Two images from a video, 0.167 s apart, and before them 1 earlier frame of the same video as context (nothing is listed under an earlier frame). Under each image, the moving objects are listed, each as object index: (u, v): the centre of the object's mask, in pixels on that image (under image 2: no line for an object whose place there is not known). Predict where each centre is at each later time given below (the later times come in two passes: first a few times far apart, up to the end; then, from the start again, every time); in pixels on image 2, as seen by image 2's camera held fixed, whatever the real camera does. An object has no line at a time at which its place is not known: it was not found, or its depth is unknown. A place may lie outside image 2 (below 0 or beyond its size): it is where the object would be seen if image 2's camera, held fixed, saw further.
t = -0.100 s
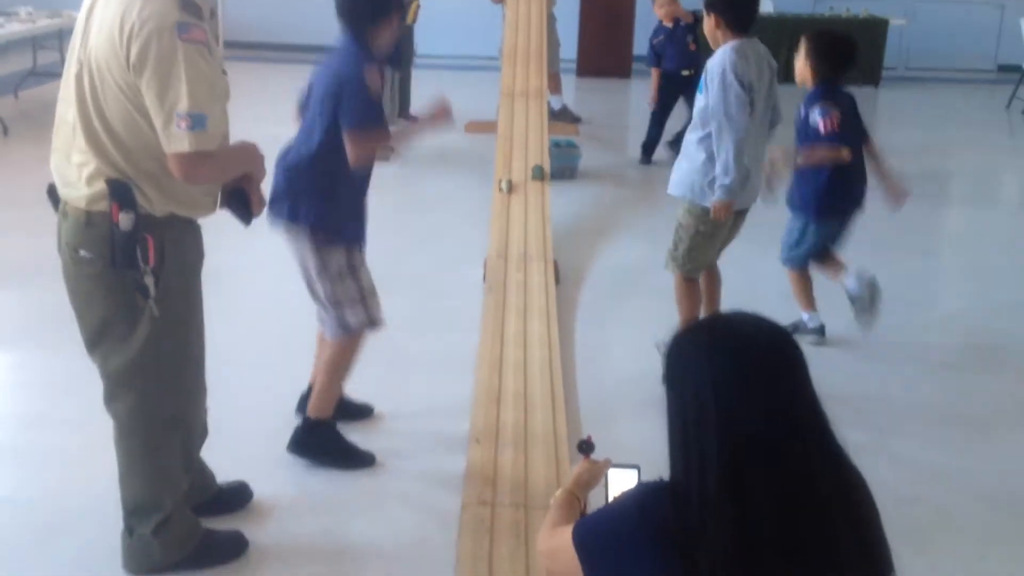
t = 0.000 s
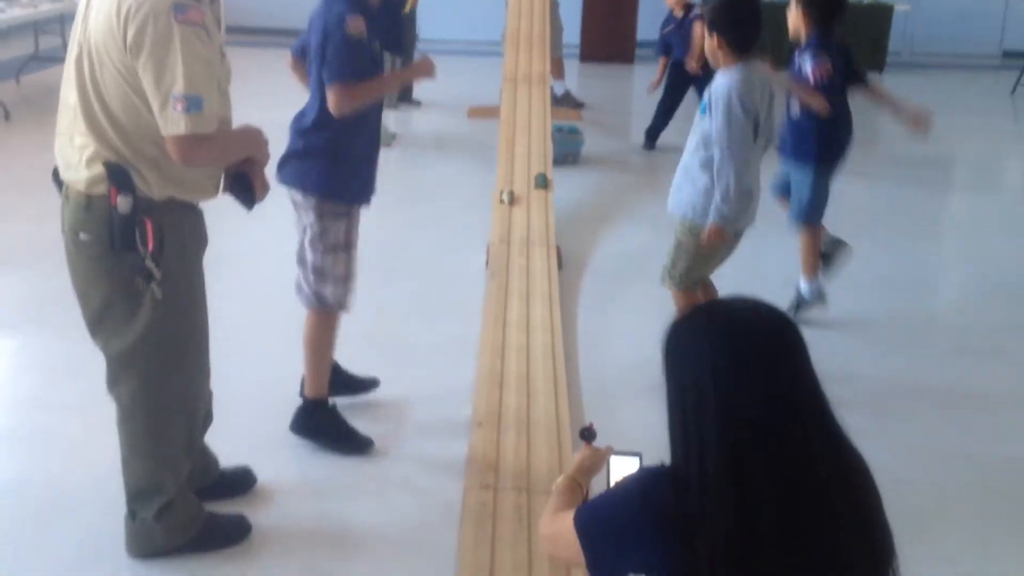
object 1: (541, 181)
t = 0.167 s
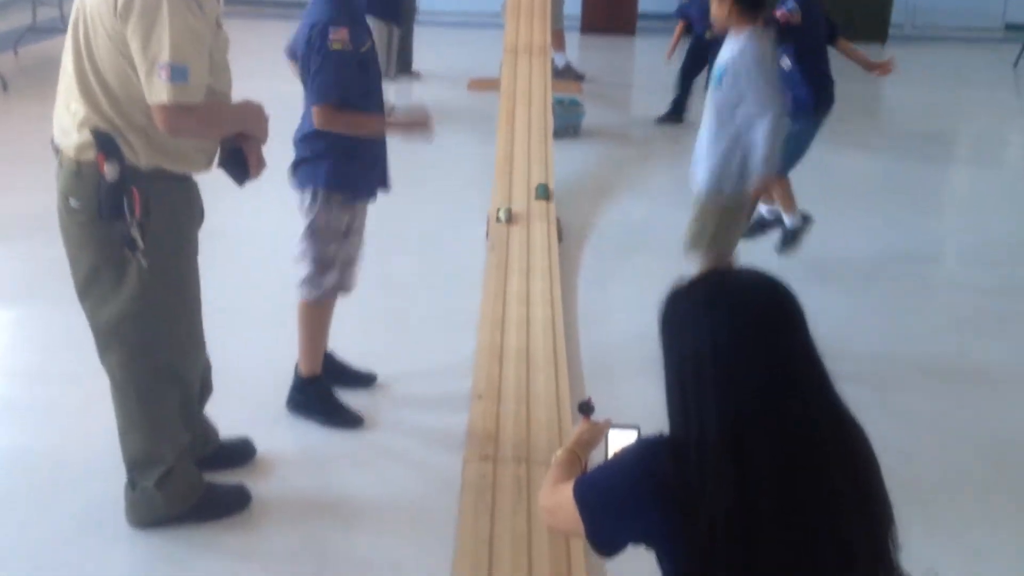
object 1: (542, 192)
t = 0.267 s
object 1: (543, 214)
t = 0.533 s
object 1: (545, 276)
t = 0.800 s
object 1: (546, 340)
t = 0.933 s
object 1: (548, 376)
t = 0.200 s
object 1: (543, 200)
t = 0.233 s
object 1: (543, 207)
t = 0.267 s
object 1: (543, 214)
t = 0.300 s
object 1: (543, 222)
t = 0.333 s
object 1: (543, 230)
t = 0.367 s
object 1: (543, 237)
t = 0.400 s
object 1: (544, 245)
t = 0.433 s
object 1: (544, 252)
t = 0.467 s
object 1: (544, 260)
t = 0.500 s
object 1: (544, 268)
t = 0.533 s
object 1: (545, 276)
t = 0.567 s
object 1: (545, 283)
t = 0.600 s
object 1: (545, 291)
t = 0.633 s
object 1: (545, 299)
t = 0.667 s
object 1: (546, 307)
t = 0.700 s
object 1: (546, 315)
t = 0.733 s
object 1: (546, 323)
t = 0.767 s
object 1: (546, 331)
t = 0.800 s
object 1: (546, 340)
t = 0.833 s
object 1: (547, 349)
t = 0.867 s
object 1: (547, 357)
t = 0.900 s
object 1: (548, 366)
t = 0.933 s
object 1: (548, 376)
